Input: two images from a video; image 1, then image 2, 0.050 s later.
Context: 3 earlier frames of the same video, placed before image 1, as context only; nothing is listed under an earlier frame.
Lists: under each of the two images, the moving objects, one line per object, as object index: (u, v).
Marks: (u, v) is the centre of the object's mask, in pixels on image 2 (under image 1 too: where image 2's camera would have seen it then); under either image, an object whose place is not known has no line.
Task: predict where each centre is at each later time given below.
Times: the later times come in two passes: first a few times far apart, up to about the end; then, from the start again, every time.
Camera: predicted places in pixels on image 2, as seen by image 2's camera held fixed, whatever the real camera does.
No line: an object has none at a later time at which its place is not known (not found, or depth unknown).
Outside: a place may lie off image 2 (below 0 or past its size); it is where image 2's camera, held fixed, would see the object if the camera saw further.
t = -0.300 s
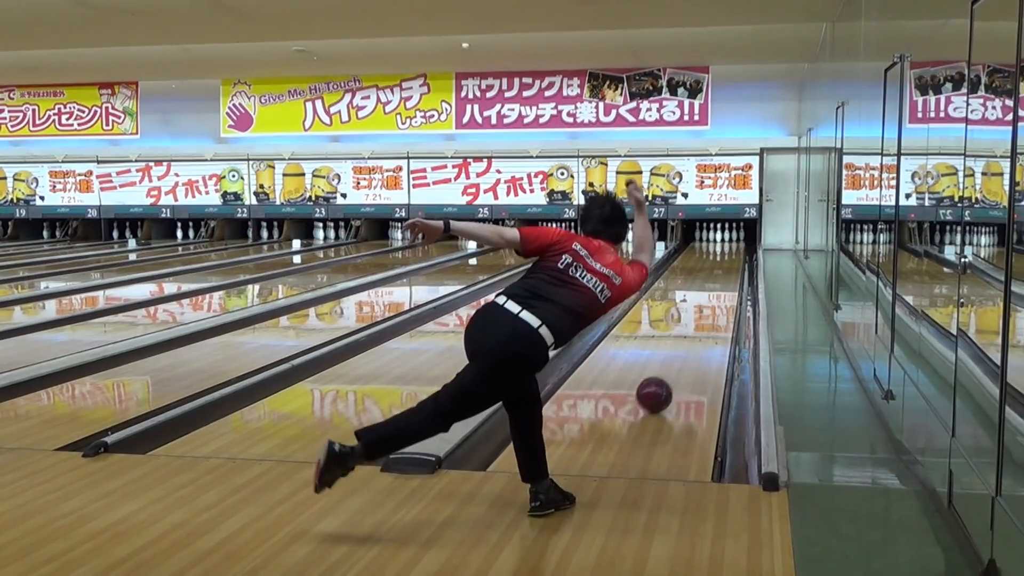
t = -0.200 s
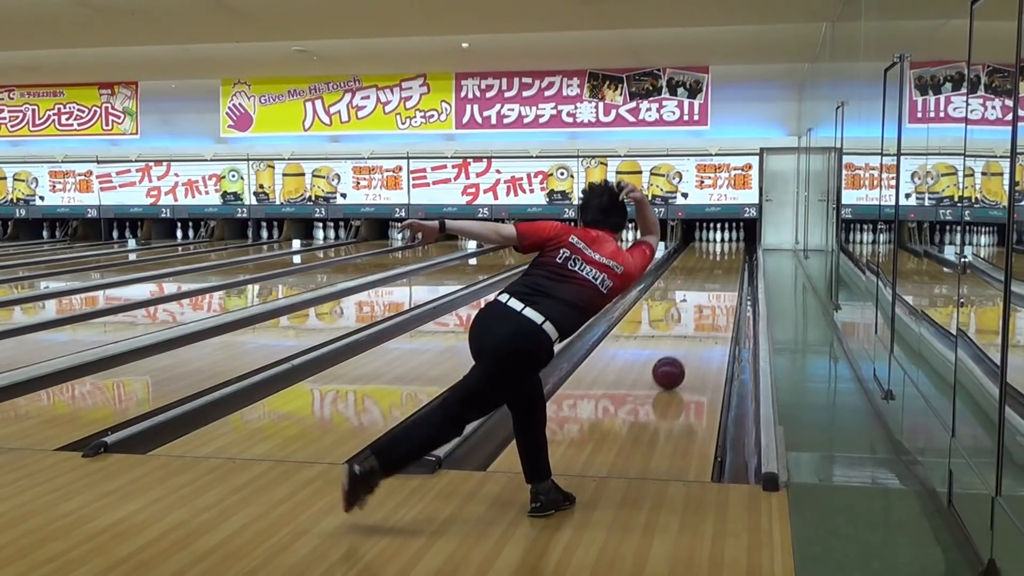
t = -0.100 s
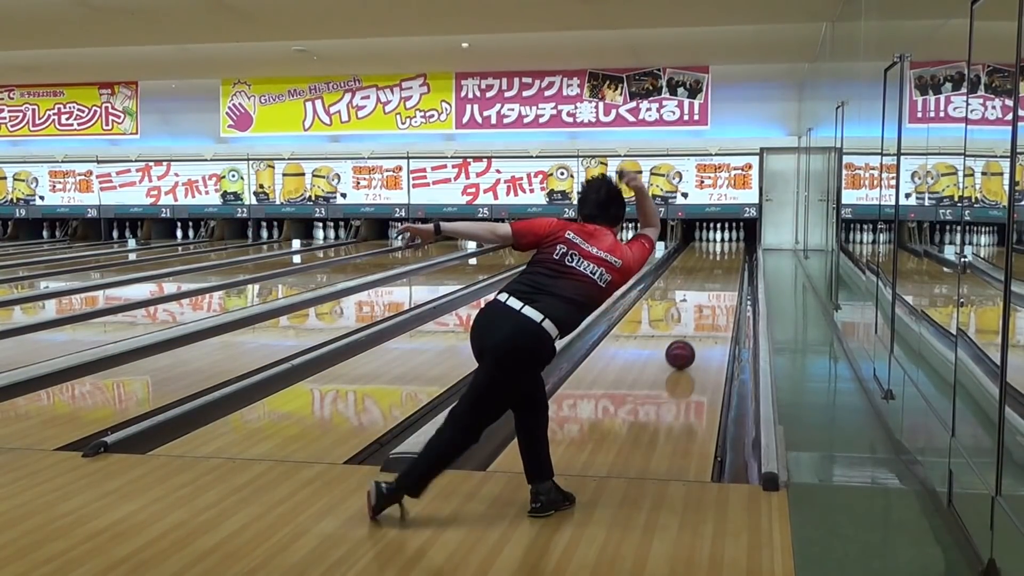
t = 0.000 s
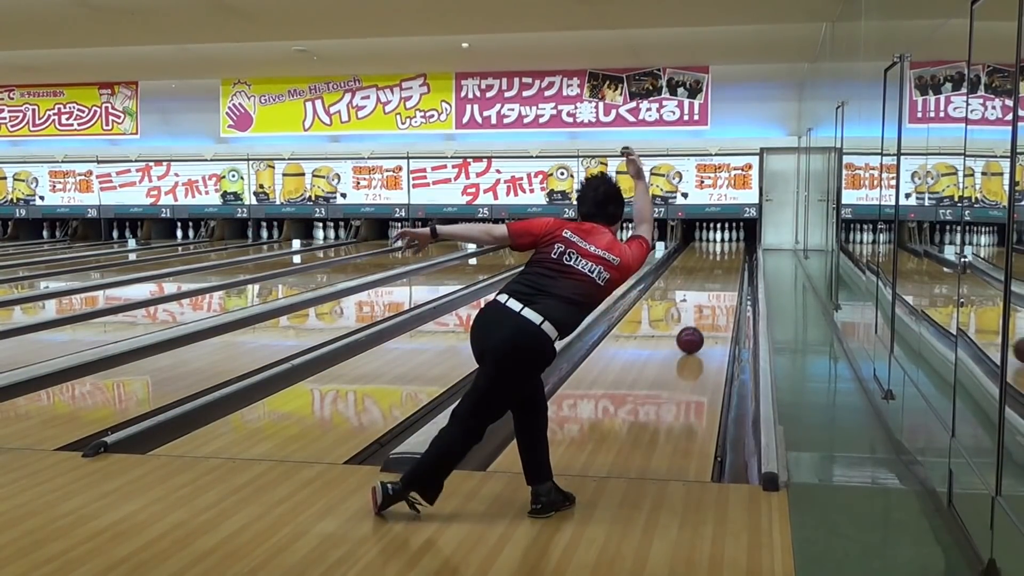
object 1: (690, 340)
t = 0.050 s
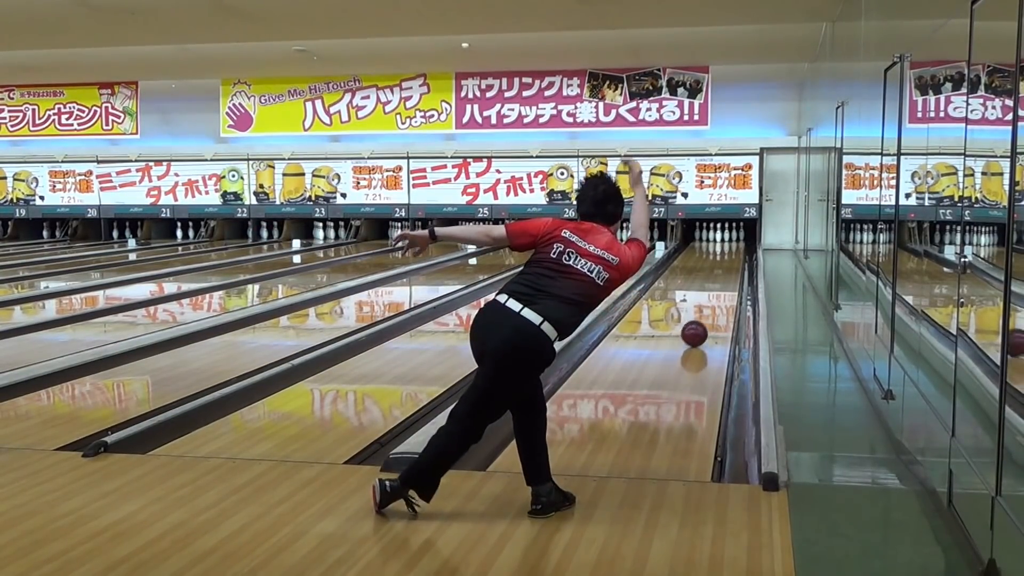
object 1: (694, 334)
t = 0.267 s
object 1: (709, 310)
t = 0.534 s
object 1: (722, 290)
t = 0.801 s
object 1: (731, 275)
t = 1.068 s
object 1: (736, 264)
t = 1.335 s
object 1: (738, 255)
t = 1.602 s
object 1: (736, 248)
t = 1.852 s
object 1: (731, 243)
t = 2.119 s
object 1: (726, 239)
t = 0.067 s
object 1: (696, 331)
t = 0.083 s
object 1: (697, 330)
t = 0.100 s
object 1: (698, 327)
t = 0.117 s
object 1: (699, 326)
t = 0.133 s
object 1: (701, 324)
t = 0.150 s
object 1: (702, 322)
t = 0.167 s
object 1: (703, 320)
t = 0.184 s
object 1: (704, 318)
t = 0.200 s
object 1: (705, 317)
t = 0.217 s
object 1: (706, 315)
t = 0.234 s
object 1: (707, 313)
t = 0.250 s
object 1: (708, 312)
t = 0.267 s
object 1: (709, 310)
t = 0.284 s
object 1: (710, 309)
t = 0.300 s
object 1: (711, 307)
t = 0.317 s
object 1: (712, 306)
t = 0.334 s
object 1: (713, 304)
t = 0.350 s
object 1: (714, 303)
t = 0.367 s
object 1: (715, 302)
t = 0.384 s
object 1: (716, 300)
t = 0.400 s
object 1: (716, 299)
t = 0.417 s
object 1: (717, 298)
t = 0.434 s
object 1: (718, 296)
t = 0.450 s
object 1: (719, 295)
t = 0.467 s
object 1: (719, 294)
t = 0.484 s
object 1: (720, 293)
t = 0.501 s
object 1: (721, 292)
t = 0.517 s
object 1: (722, 291)
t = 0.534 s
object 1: (722, 290)
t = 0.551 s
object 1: (723, 289)
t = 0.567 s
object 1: (724, 288)
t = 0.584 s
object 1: (724, 287)
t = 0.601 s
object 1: (725, 285)
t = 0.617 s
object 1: (725, 285)
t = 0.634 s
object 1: (726, 283)
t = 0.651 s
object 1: (727, 283)
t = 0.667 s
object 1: (727, 282)
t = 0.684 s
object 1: (728, 281)
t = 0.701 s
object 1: (728, 280)
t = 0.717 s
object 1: (729, 279)
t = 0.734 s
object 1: (729, 278)
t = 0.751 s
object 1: (730, 277)
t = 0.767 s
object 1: (730, 276)
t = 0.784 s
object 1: (731, 275)
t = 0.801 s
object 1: (731, 275)
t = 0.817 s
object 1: (732, 274)
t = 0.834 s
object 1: (732, 273)
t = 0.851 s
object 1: (732, 272)
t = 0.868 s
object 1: (732, 272)
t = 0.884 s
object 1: (733, 271)
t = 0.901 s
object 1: (733, 270)
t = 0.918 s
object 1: (734, 269)
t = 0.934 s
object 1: (734, 269)
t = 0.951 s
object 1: (734, 268)
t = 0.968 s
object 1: (734, 268)
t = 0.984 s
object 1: (735, 267)
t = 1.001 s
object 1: (735, 266)
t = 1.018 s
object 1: (735, 265)
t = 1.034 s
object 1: (735, 265)
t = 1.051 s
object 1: (736, 264)
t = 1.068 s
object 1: (736, 264)
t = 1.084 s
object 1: (736, 263)
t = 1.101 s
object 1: (736, 263)
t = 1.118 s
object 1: (737, 262)
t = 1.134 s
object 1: (737, 262)
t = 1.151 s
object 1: (737, 261)
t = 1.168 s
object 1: (737, 261)
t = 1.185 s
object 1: (737, 259)
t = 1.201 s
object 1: (737, 259)
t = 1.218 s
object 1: (738, 259)
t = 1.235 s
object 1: (738, 258)
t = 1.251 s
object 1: (738, 257)
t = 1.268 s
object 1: (738, 257)
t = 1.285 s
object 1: (738, 256)
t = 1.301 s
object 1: (738, 256)
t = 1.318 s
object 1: (738, 255)
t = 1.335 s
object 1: (738, 255)
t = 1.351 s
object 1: (738, 254)
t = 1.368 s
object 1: (738, 254)
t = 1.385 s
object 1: (738, 253)
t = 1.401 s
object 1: (738, 253)
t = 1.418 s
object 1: (738, 252)
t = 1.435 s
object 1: (738, 252)
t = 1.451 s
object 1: (737, 251)
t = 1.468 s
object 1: (737, 251)
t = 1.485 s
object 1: (737, 250)
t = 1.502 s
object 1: (737, 250)
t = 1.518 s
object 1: (737, 250)
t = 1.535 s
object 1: (737, 249)
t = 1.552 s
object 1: (737, 249)
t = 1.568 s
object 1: (736, 249)
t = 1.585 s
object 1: (736, 248)
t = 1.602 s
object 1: (736, 248)
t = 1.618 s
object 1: (736, 248)
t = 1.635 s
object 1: (736, 247)
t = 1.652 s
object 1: (735, 247)
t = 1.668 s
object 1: (735, 247)
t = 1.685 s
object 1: (735, 247)
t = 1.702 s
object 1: (734, 246)
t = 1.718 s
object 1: (734, 246)
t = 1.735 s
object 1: (734, 245)
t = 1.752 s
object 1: (733, 245)
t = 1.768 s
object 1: (733, 245)
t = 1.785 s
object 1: (733, 244)
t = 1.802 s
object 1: (732, 244)
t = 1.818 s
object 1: (732, 244)
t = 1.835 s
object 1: (731, 244)
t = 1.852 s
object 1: (731, 243)
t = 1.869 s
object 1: (730, 243)
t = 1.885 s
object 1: (730, 243)
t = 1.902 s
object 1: (730, 242)
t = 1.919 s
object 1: (729, 242)
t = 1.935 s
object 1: (729, 242)
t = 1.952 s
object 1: (728, 242)
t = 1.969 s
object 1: (728, 241)
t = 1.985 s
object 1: (728, 241)
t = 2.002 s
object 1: (727, 241)
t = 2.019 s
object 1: (727, 240)
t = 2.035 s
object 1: (727, 240)
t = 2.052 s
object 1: (727, 240)
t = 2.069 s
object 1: (726, 240)
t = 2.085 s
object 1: (726, 240)
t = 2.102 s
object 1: (726, 239)
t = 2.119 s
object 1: (726, 239)
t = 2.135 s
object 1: (725, 239)
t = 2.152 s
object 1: (725, 239)
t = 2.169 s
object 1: (725, 238)
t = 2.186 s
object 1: (725, 238)
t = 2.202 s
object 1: (724, 238)
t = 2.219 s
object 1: (724, 238)
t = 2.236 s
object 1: (725, 237)
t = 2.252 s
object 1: (725, 237)
